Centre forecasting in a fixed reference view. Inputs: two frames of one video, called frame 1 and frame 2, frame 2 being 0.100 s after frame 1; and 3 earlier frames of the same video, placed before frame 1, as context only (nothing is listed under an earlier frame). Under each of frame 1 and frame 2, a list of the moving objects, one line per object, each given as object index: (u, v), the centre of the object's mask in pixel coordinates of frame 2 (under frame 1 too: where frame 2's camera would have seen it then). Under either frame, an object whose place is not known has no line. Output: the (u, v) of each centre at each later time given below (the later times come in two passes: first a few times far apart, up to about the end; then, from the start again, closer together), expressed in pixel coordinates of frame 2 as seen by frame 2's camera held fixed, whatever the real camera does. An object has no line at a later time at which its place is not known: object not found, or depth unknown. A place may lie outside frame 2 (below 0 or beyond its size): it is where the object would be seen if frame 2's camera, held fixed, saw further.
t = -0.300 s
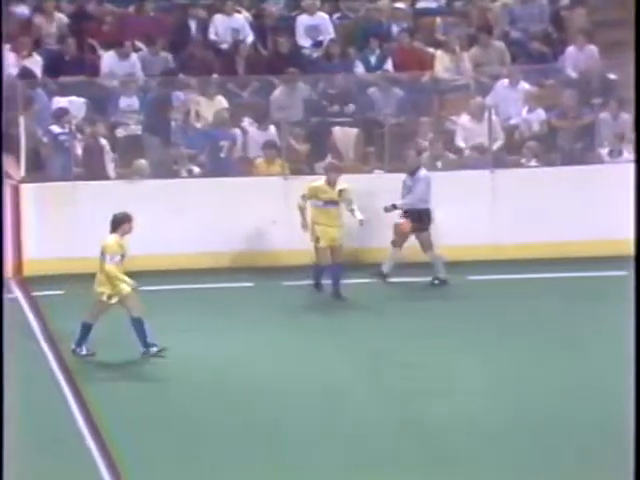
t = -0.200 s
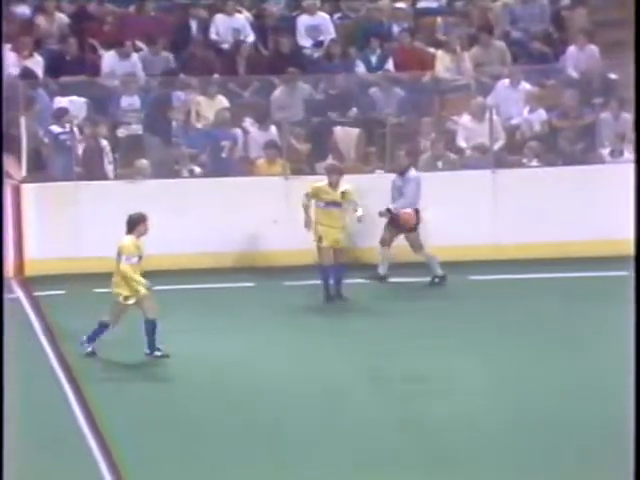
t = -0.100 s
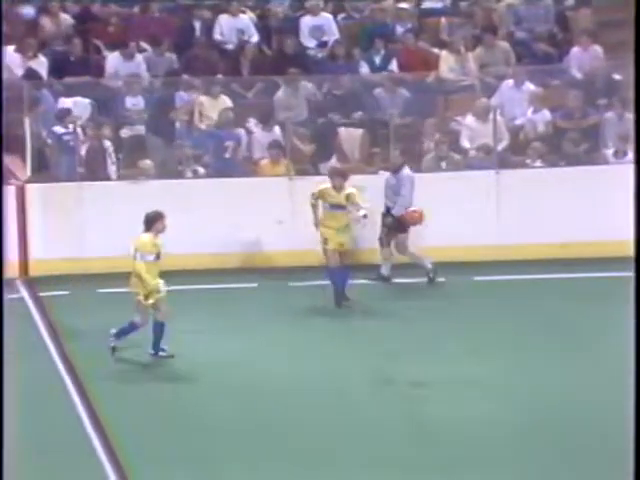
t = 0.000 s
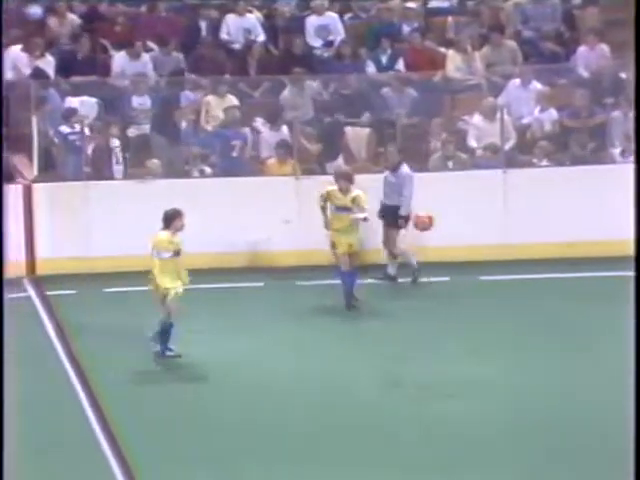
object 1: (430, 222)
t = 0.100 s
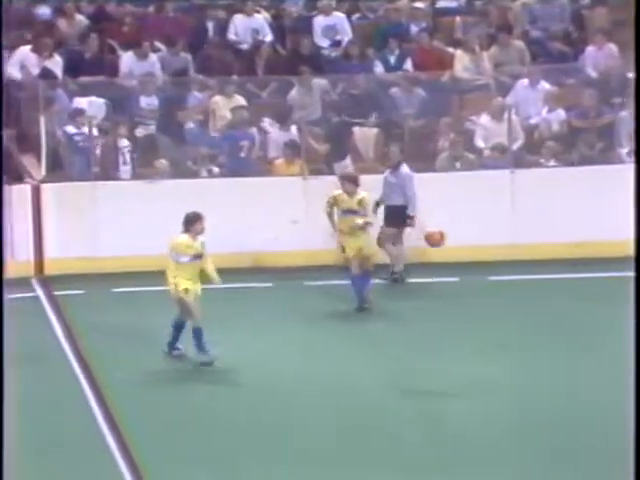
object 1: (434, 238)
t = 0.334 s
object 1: (443, 306)
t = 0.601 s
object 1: (447, 353)
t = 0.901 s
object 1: (449, 325)
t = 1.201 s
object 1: (451, 378)
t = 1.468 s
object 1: (450, 400)
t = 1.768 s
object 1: (448, 409)
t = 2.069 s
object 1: (445, 440)
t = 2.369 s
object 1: (441, 464)
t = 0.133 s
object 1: (435, 246)
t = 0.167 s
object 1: (437, 253)
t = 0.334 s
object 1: (443, 306)
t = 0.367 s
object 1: (445, 320)
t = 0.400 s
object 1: (447, 335)
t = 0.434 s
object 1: (447, 351)
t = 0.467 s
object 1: (446, 367)
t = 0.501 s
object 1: (448, 380)
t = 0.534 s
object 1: (448, 370)
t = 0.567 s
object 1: (448, 360)
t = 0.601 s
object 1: (447, 353)
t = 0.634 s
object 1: (447, 347)
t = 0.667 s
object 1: (449, 340)
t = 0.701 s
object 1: (448, 335)
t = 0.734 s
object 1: (448, 331)
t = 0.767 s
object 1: (448, 329)
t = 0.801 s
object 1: (449, 326)
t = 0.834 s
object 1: (448, 325)
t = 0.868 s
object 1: (449, 324)
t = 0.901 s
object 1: (449, 325)
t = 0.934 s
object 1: (450, 327)
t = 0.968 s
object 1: (450, 329)
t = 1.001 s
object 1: (451, 333)
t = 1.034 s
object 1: (449, 338)
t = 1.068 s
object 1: (449, 344)
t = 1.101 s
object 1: (449, 351)
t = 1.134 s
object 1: (450, 359)
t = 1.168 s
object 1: (451, 368)
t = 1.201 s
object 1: (451, 378)
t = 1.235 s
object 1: (451, 389)
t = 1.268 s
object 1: (452, 401)
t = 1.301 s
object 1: (451, 414)
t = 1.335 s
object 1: (452, 422)
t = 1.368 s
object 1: (452, 415)
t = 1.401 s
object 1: (451, 409)
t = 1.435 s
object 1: (451, 404)
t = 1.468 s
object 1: (450, 400)
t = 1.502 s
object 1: (450, 397)
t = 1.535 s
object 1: (449, 394)
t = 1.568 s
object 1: (449, 394)
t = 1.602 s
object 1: (449, 394)
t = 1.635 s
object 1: (448, 395)
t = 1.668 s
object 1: (448, 397)
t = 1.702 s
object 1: (448, 400)
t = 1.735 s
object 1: (448, 404)
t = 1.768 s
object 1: (448, 409)
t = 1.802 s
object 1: (447, 415)
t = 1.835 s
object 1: (447, 422)
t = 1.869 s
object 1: (447, 430)
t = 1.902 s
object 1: (446, 439)
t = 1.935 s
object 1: (446, 451)
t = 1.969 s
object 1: (446, 452)
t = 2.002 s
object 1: (445, 446)
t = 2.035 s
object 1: (445, 442)
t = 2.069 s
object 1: (445, 440)
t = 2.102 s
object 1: (445, 439)
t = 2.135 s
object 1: (444, 439)
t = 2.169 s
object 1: (444, 439)
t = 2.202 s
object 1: (443, 440)
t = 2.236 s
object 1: (443, 443)
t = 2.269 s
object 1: (442, 447)
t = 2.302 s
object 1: (442, 452)
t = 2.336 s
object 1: (441, 457)
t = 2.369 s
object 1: (441, 464)
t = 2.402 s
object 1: (440, 472)
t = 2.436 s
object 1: (439, 471)
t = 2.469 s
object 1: (439, 470)
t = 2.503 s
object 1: (438, 469)
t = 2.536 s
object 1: (438, 469)
